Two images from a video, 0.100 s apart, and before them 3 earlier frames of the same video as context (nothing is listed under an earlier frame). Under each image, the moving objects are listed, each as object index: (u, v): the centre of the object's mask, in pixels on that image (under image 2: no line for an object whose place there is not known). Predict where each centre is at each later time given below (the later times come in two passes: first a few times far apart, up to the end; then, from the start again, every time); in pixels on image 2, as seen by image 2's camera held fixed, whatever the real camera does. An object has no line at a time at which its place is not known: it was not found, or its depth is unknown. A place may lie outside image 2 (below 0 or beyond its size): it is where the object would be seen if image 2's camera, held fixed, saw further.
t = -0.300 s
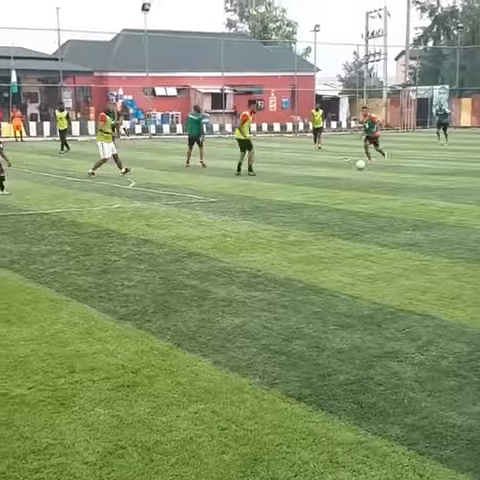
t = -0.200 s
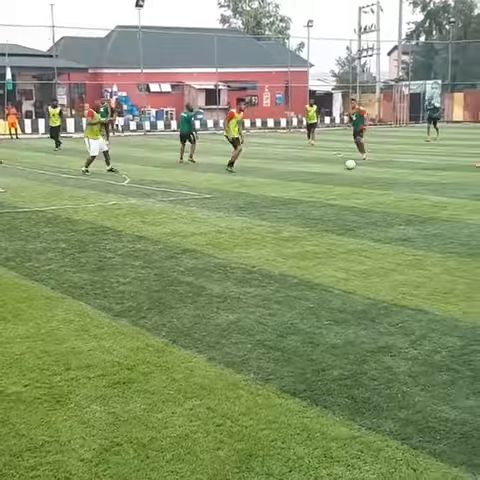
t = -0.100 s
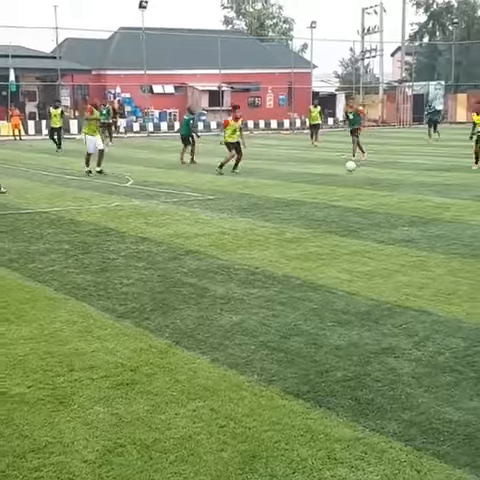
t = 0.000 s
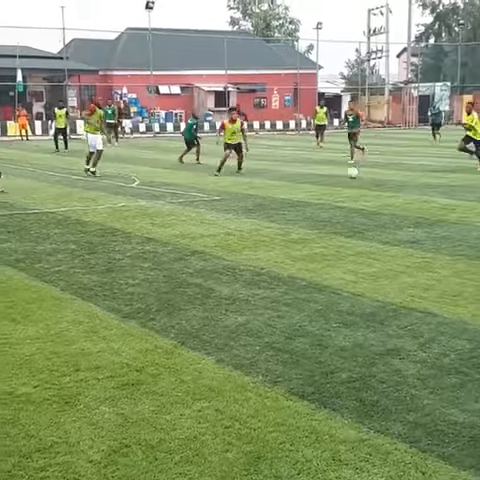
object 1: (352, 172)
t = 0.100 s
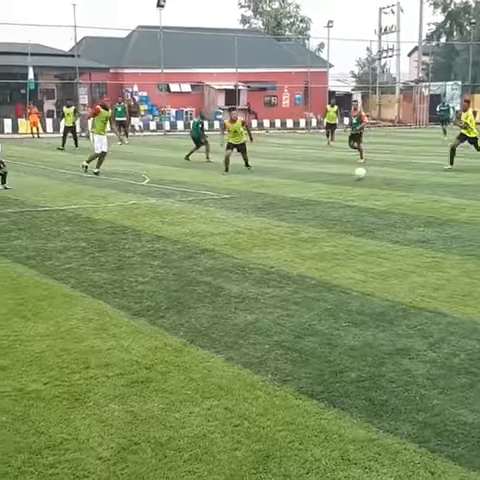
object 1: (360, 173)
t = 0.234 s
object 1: (356, 179)
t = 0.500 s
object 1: (347, 187)
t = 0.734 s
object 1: (339, 199)
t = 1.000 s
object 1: (328, 213)
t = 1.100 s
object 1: (323, 220)
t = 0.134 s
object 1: (359, 174)
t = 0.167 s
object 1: (357, 177)
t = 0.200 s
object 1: (357, 179)
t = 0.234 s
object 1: (356, 179)
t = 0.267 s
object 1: (355, 178)
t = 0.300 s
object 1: (353, 178)
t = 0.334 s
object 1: (352, 179)
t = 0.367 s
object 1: (352, 181)
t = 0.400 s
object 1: (350, 184)
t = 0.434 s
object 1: (349, 187)
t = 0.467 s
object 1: (348, 187)
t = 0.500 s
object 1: (347, 187)
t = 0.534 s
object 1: (346, 188)
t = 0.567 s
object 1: (345, 189)
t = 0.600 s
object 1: (344, 191)
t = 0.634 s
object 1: (343, 195)
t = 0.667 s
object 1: (341, 196)
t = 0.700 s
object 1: (340, 196)
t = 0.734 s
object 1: (339, 199)
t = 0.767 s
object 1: (338, 200)
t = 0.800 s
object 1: (336, 202)
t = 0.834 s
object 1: (334, 203)
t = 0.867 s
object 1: (333, 204)
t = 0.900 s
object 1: (332, 208)
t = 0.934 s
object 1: (330, 210)
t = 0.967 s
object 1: (329, 212)
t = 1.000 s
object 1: (328, 213)
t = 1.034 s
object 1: (326, 215)
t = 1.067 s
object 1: (324, 218)
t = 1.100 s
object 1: (323, 220)
